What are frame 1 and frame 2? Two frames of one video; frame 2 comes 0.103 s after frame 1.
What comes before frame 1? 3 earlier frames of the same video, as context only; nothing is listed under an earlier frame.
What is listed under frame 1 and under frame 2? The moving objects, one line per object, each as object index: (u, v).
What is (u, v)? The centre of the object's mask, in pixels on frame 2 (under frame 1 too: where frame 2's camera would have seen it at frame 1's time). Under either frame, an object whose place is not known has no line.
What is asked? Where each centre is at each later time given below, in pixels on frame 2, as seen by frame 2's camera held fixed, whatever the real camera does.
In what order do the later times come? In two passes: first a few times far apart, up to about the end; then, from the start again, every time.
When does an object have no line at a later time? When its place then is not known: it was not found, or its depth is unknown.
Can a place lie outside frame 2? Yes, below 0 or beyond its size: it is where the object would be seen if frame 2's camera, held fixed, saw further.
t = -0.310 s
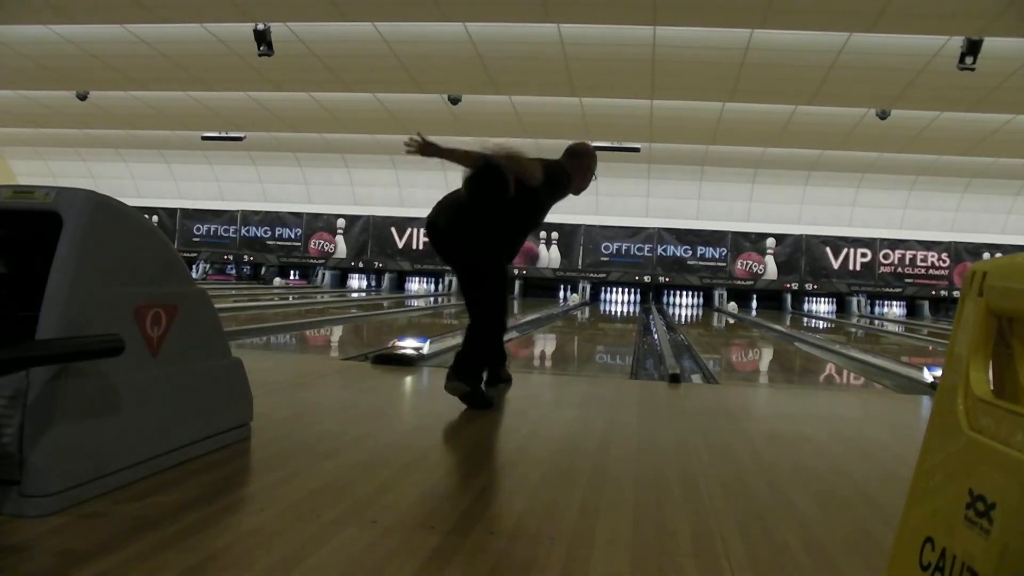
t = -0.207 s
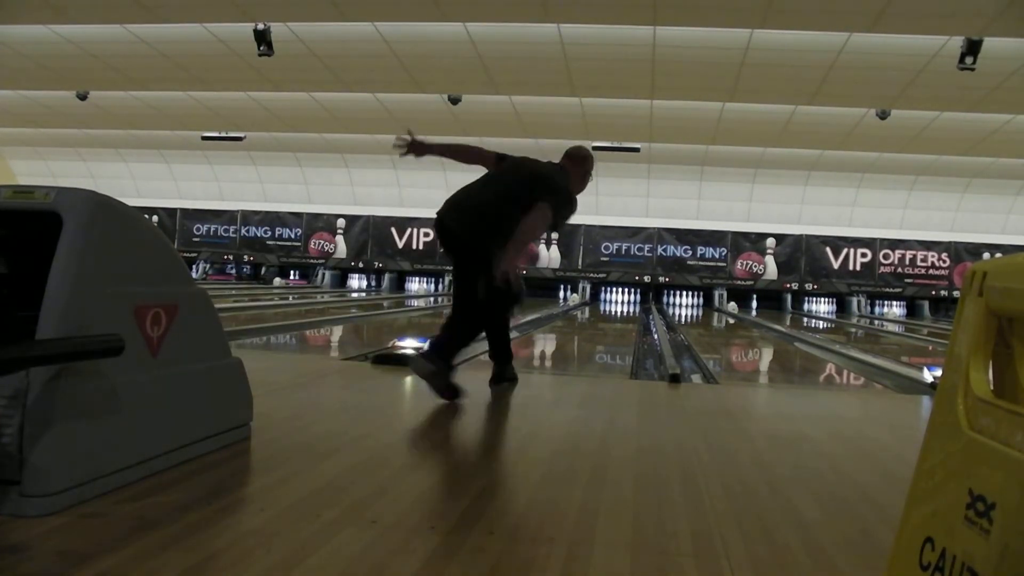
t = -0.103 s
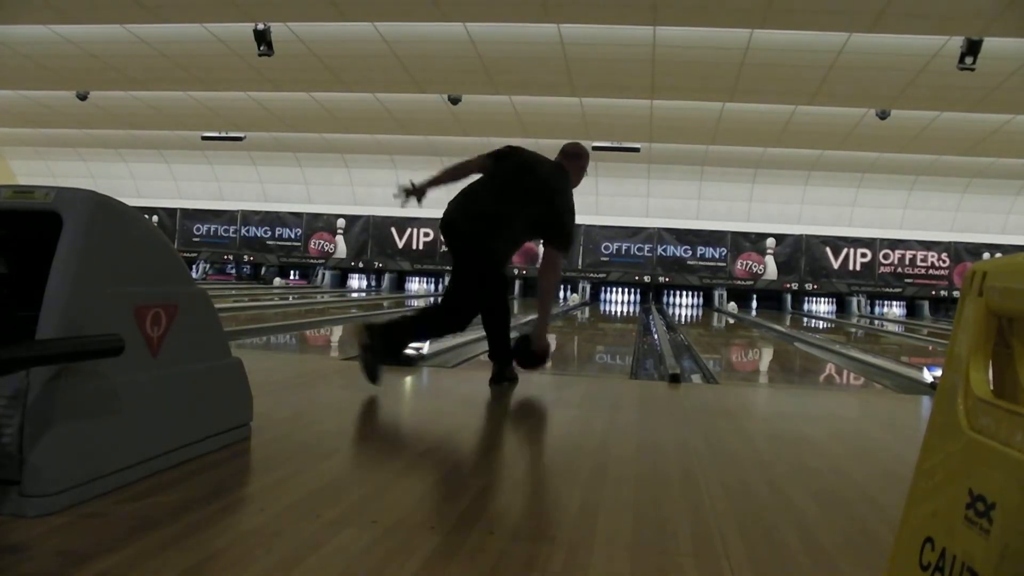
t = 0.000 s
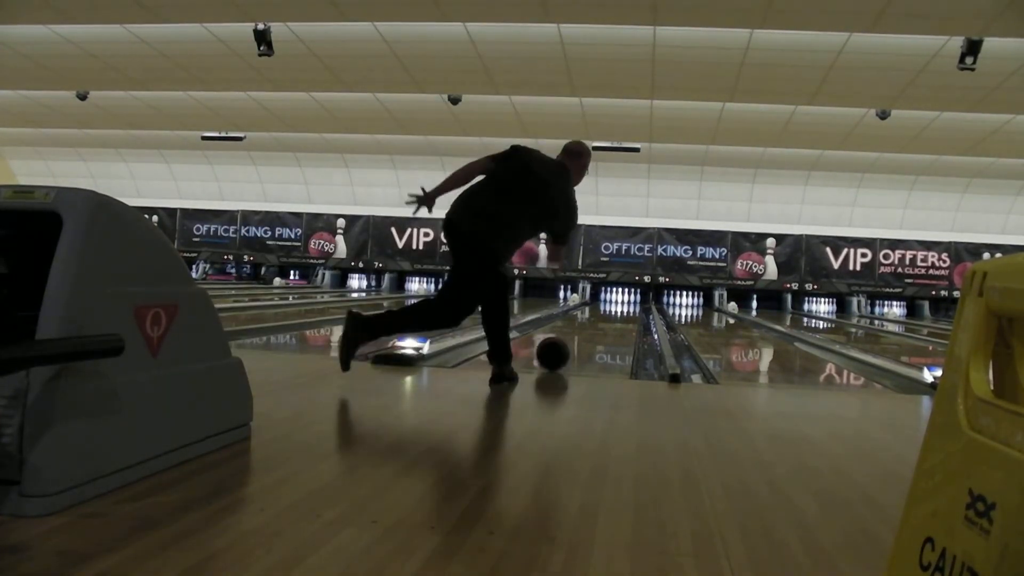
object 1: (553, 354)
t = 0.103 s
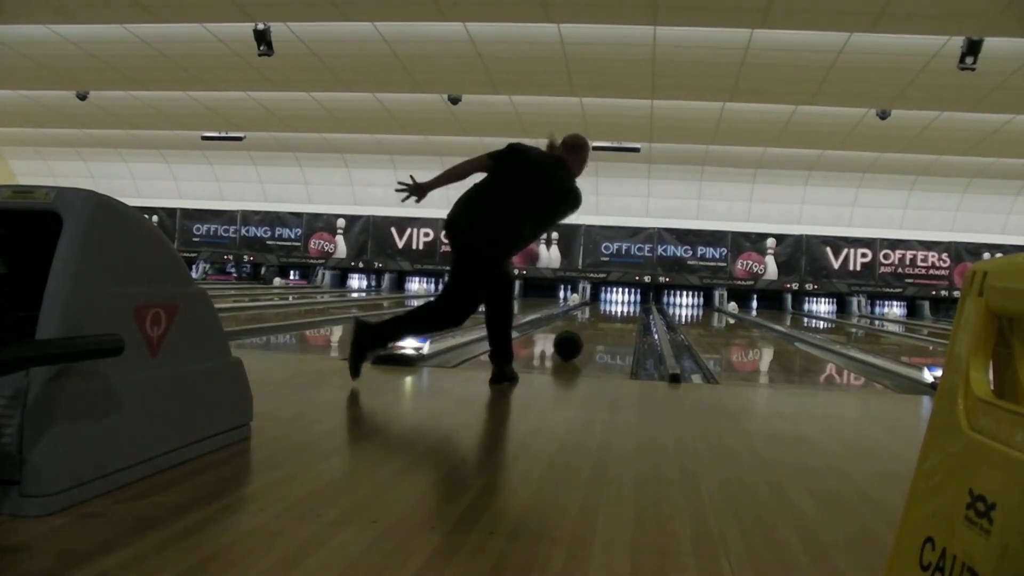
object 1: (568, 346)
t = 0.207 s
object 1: (579, 338)
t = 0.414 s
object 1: (599, 327)
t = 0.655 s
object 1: (611, 319)
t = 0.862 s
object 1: (618, 315)
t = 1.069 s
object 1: (624, 311)
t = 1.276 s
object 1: (628, 308)
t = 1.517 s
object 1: (631, 305)
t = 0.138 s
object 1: (572, 343)
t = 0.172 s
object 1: (576, 341)
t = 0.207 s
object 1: (579, 338)
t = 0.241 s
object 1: (583, 336)
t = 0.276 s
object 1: (586, 335)
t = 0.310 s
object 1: (589, 333)
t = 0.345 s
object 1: (594, 330)
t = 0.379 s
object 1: (597, 329)
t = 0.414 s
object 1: (599, 327)
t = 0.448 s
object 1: (601, 326)
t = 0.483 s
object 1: (603, 324)
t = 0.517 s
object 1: (604, 324)
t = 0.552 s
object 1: (606, 323)
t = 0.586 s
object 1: (608, 321)
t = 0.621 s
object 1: (609, 320)
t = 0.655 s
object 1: (611, 319)
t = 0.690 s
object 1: (612, 318)
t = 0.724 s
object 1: (614, 318)
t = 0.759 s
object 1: (615, 317)
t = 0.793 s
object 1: (616, 316)
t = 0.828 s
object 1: (617, 315)
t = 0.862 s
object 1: (618, 315)
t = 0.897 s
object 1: (620, 314)
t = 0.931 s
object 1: (621, 313)
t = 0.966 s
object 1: (622, 312)
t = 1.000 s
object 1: (622, 312)
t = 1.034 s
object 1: (623, 312)
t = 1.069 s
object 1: (624, 311)
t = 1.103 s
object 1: (625, 311)
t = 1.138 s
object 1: (626, 310)
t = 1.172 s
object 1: (626, 309)
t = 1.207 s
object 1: (627, 309)
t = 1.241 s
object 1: (627, 309)
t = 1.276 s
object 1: (628, 308)
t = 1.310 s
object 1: (628, 308)
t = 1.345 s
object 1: (629, 308)
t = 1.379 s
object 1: (630, 307)
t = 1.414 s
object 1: (629, 306)
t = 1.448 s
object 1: (630, 306)
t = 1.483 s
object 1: (630, 305)
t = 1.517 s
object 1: (631, 305)
